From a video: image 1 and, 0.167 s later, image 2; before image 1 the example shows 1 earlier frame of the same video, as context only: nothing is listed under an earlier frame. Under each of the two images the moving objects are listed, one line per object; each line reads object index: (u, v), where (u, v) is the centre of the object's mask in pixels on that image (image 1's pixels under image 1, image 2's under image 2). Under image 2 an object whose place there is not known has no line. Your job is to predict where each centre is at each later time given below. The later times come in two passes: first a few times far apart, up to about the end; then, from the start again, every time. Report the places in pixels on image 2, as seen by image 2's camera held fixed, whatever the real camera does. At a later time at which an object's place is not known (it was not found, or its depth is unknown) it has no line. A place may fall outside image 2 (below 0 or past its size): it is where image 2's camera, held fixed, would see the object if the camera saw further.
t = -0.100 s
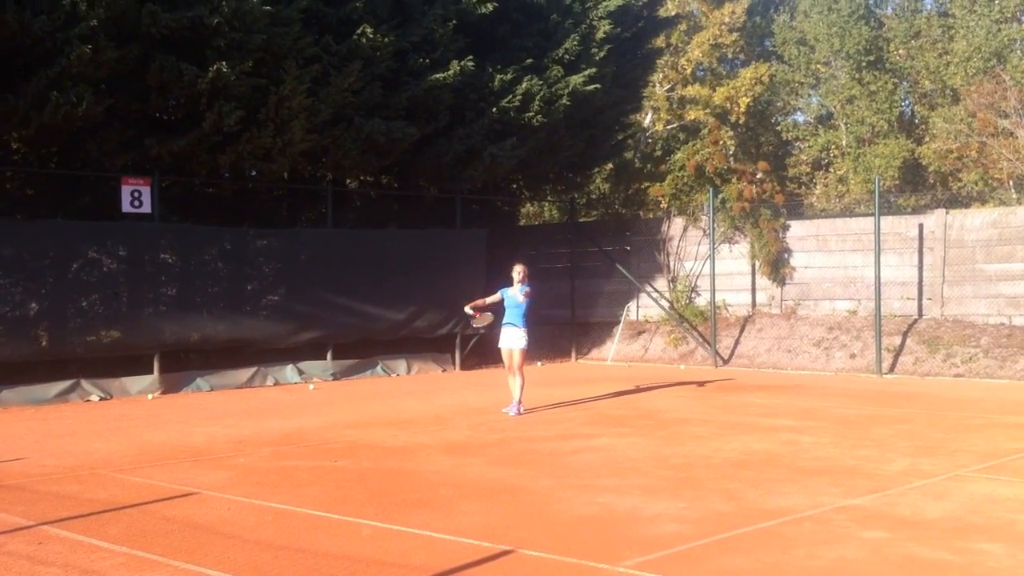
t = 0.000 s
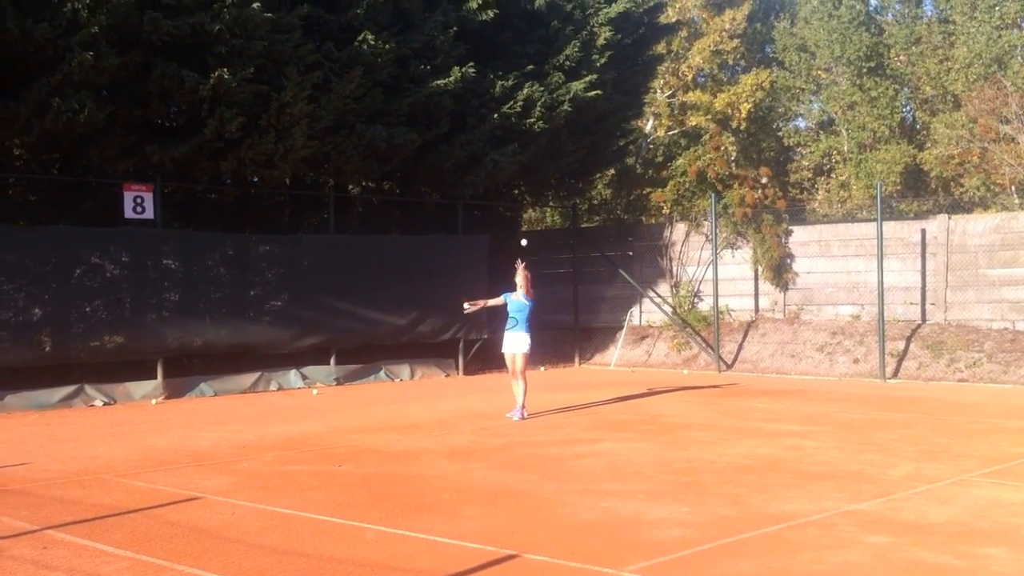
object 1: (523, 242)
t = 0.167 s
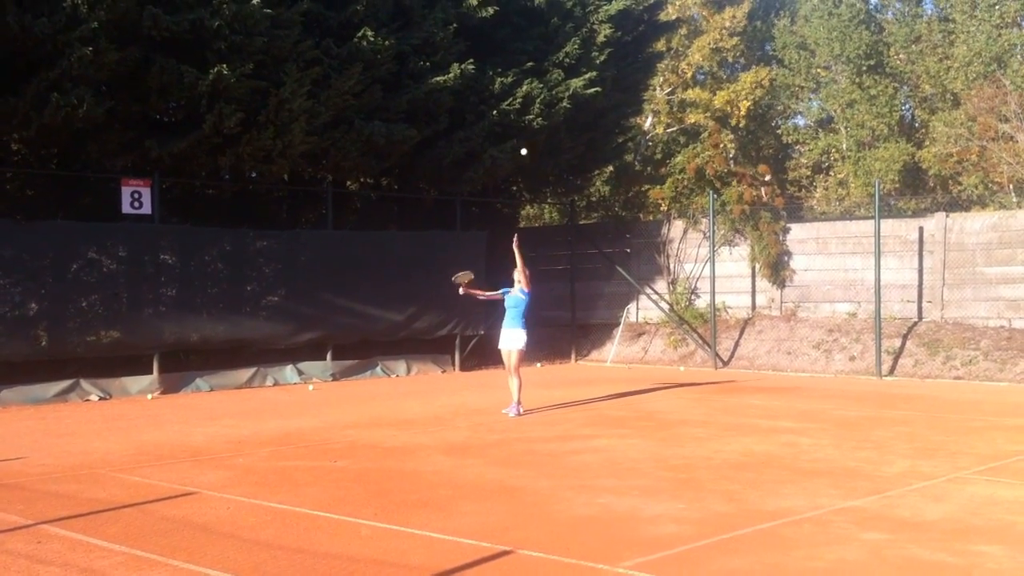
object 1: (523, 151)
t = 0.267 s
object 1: (525, 111)
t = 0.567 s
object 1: (529, 39)
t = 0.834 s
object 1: (533, 40)
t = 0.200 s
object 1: (524, 137)
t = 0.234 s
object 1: (524, 123)
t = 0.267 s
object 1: (525, 111)
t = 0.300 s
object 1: (525, 99)
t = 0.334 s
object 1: (525, 88)
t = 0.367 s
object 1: (526, 79)
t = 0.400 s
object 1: (526, 69)
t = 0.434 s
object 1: (527, 62)
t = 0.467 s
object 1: (528, 55)
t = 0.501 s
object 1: (528, 49)
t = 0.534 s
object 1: (528, 43)
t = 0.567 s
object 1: (529, 39)
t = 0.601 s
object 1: (529, 36)
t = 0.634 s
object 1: (530, 34)
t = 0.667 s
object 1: (530, 32)
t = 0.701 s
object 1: (531, 32)
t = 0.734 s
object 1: (531, 32)
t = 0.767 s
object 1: (532, 34)
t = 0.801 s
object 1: (533, 36)
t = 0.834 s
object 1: (533, 40)
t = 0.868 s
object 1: (534, 45)
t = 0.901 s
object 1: (535, 50)
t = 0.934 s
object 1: (535, 56)
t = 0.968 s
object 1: (536, 63)
